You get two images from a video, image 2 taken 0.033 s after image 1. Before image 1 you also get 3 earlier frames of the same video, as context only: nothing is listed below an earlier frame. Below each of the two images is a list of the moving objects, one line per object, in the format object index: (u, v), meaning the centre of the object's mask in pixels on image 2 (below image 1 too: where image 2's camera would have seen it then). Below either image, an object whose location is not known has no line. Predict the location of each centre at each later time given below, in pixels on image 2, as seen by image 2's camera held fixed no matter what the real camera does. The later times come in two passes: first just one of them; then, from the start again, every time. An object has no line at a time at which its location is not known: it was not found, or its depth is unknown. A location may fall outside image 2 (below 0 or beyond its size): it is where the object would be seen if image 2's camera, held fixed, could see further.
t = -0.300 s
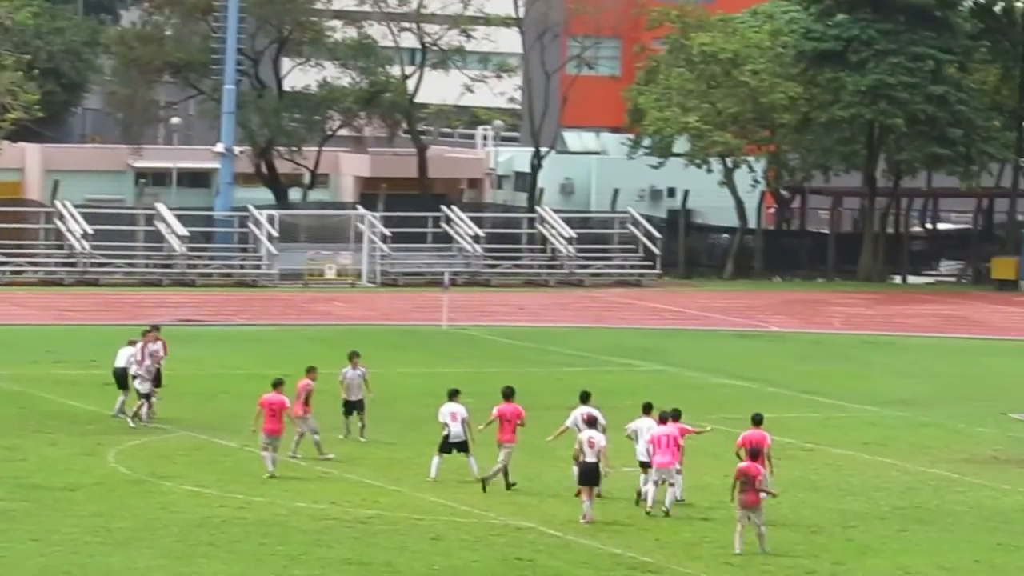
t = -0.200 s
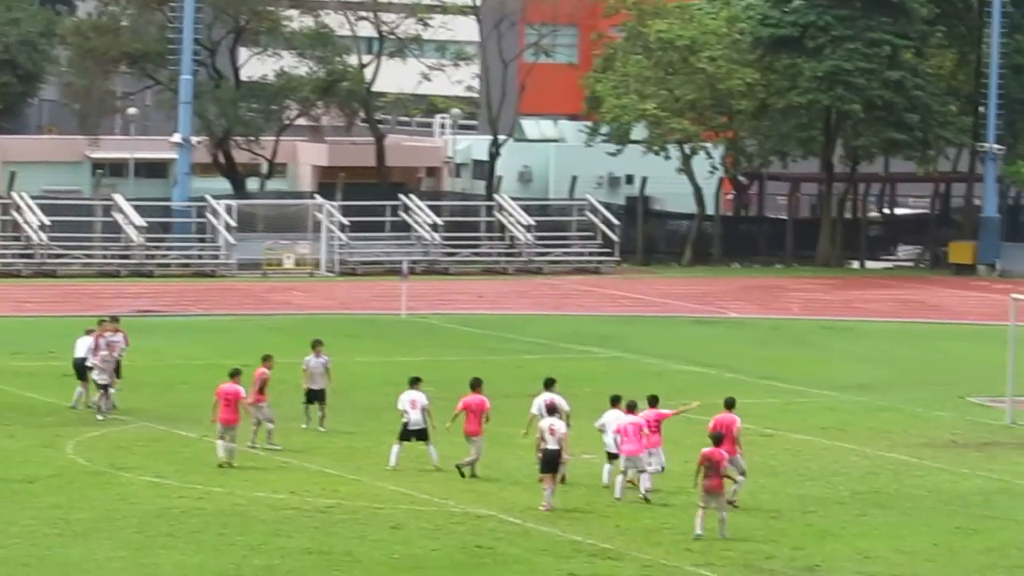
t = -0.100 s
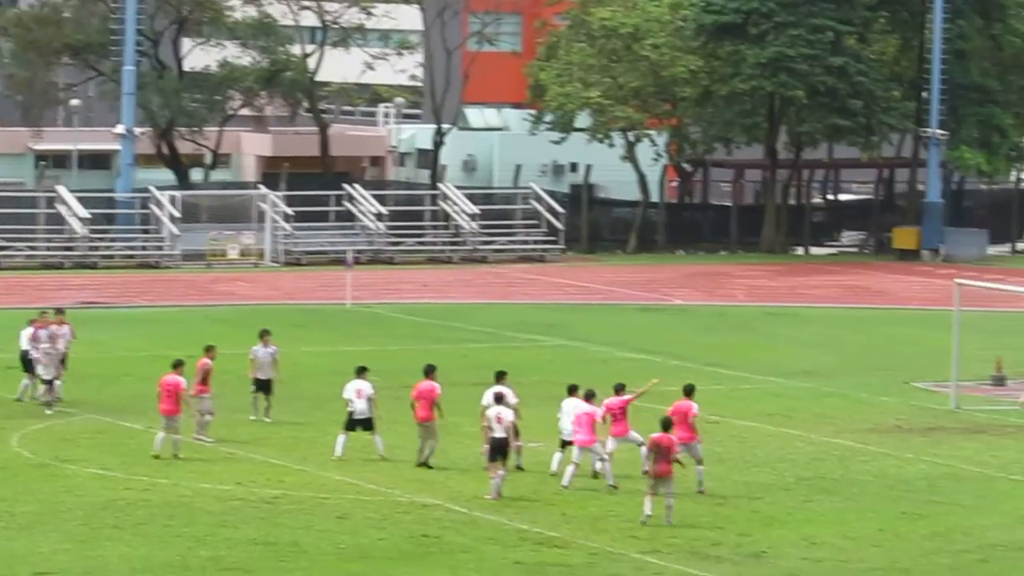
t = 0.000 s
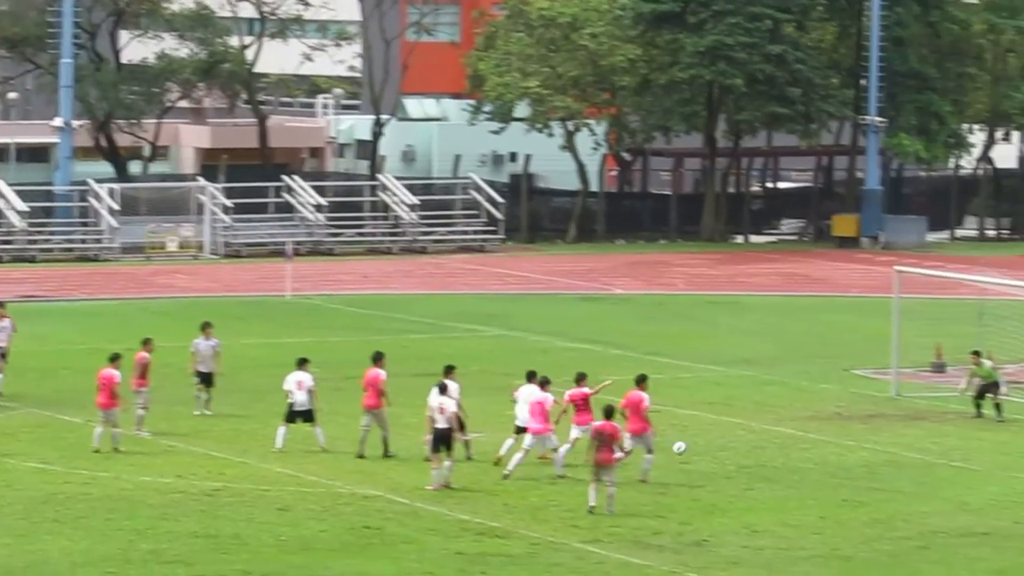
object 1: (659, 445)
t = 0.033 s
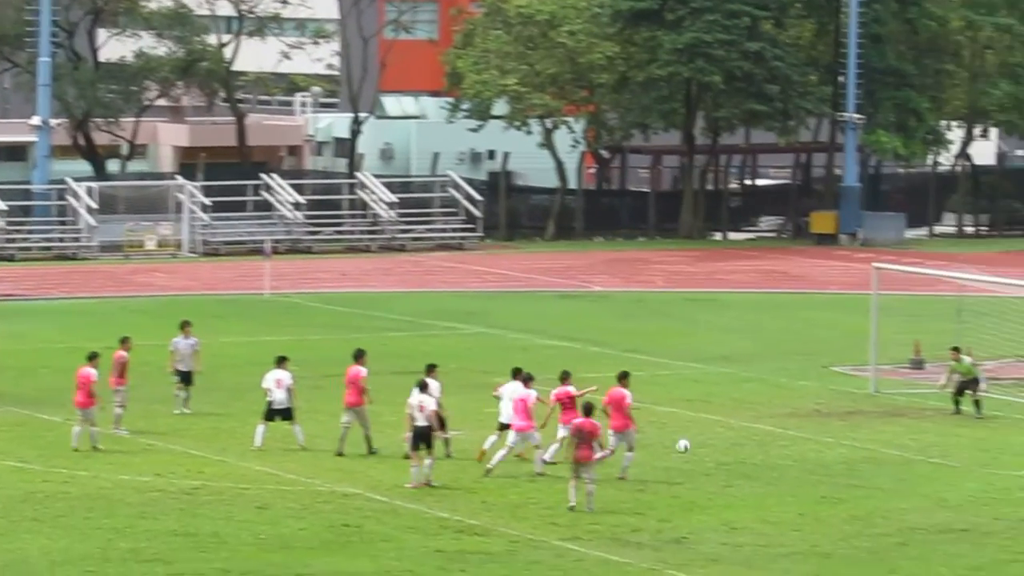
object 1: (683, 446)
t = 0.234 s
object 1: (827, 467)
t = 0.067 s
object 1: (707, 447)
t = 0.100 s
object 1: (731, 450)
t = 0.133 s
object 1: (755, 453)
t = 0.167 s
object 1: (779, 457)
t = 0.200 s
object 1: (803, 462)
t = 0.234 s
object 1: (827, 467)
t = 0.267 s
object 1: (849, 468)
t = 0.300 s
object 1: (871, 467)
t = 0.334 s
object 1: (893, 467)
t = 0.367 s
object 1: (914, 468)
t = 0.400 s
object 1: (935, 469)
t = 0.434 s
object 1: (957, 472)
